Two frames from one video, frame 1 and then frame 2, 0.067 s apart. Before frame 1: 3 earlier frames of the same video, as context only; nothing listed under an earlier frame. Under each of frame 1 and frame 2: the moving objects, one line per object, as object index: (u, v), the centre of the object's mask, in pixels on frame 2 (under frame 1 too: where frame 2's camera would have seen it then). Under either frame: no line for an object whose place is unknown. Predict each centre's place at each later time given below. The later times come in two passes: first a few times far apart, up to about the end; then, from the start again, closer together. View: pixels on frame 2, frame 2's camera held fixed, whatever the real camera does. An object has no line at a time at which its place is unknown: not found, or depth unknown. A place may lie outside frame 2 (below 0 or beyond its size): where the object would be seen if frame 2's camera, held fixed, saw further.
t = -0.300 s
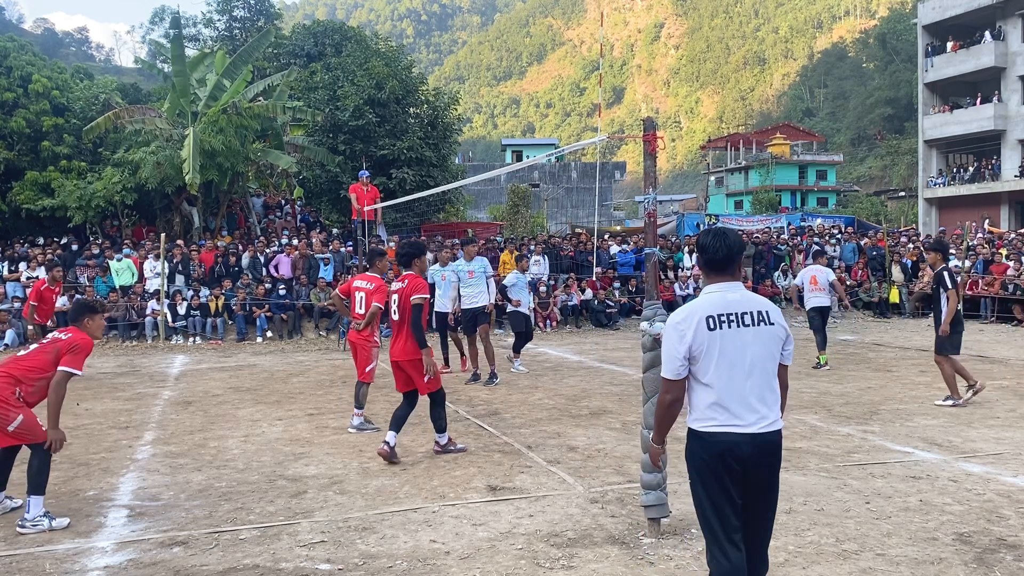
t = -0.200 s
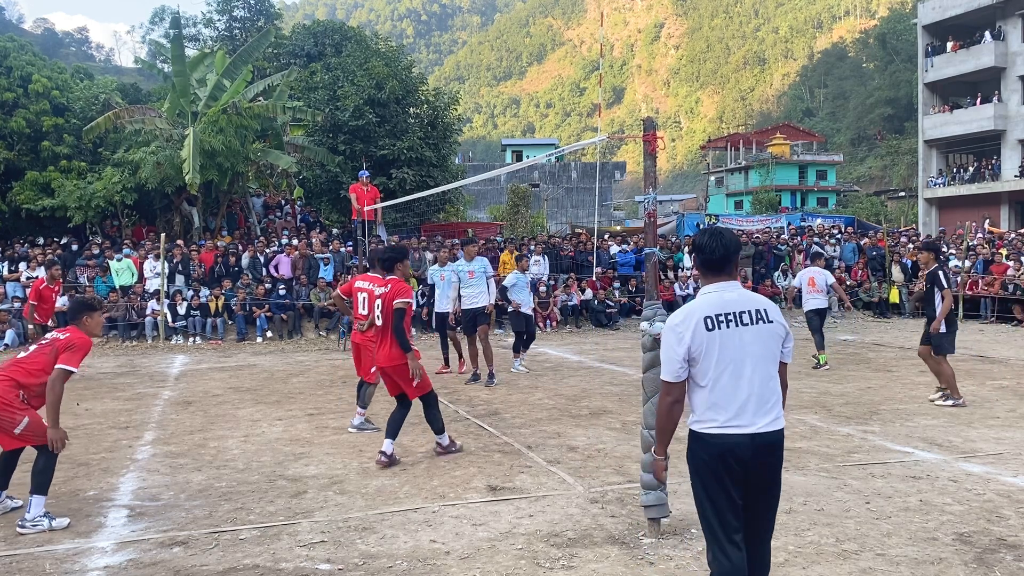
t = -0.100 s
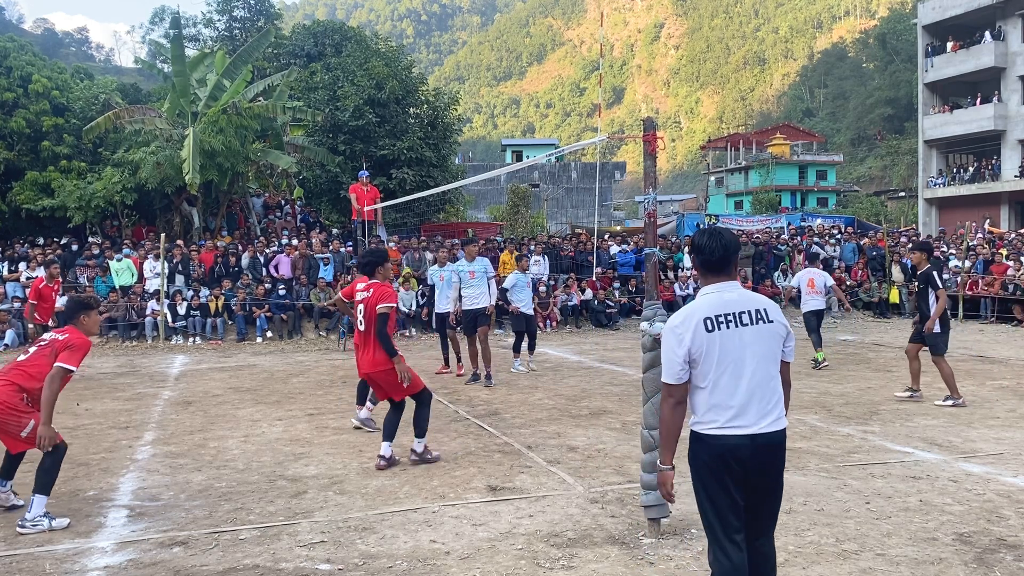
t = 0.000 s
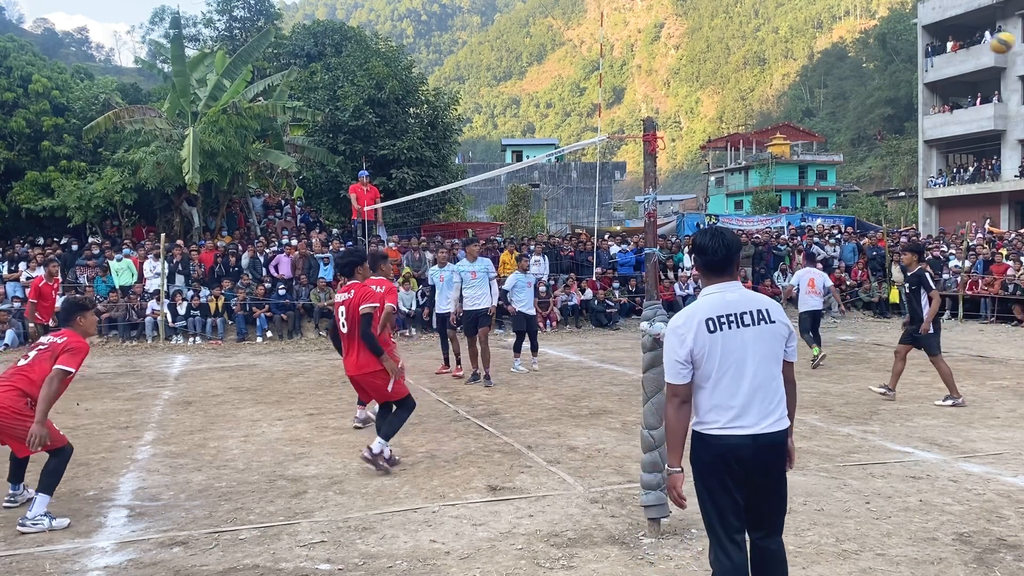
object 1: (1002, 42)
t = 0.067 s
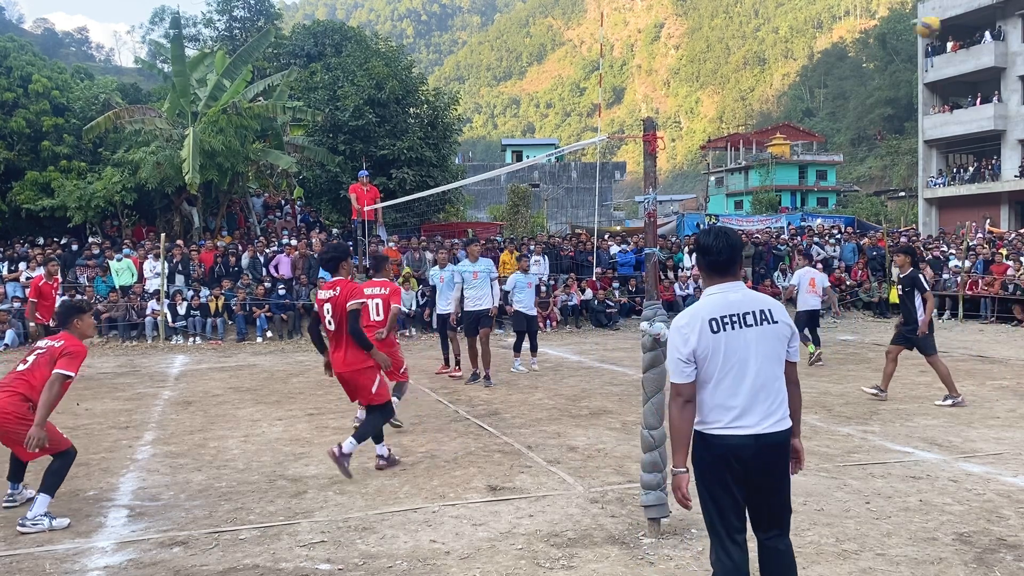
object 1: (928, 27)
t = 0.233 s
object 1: (742, 10)
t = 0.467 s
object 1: (472, 43)
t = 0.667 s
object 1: (240, 122)
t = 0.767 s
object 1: (125, 180)
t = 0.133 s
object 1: (854, 16)
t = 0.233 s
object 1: (742, 10)
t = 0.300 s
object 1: (665, 11)
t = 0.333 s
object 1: (627, 17)
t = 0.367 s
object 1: (588, 21)
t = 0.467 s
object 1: (472, 43)
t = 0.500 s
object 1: (433, 53)
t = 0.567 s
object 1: (355, 75)
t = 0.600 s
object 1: (316, 90)
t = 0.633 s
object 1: (277, 105)
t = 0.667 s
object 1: (240, 122)
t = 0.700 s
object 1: (201, 139)
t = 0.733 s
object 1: (163, 158)
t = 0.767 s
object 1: (125, 180)
